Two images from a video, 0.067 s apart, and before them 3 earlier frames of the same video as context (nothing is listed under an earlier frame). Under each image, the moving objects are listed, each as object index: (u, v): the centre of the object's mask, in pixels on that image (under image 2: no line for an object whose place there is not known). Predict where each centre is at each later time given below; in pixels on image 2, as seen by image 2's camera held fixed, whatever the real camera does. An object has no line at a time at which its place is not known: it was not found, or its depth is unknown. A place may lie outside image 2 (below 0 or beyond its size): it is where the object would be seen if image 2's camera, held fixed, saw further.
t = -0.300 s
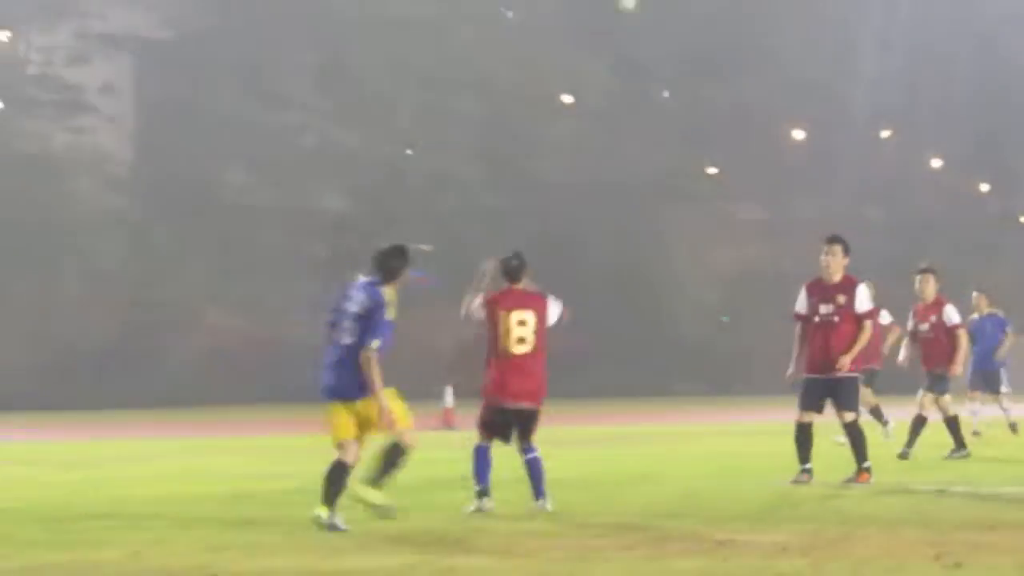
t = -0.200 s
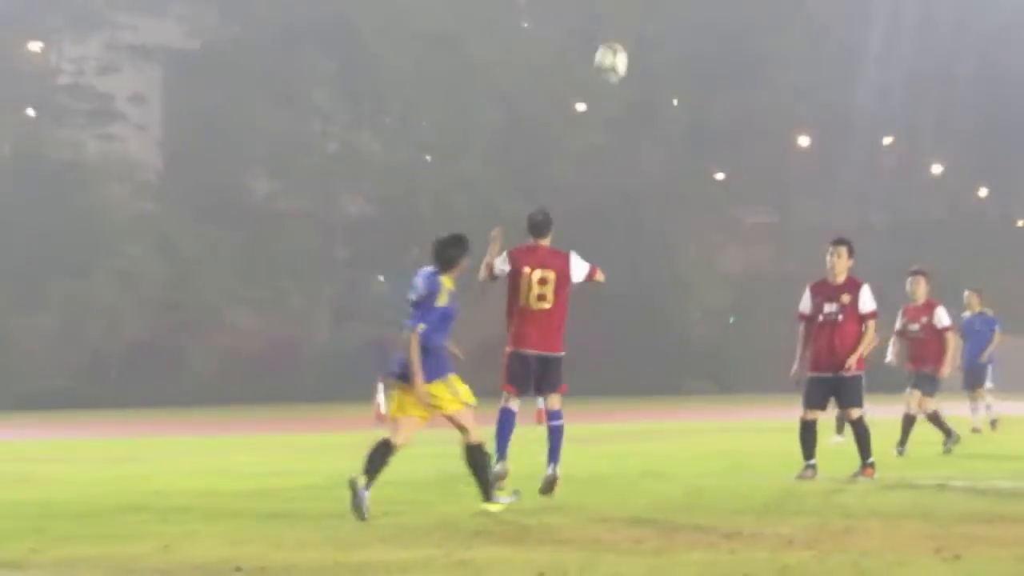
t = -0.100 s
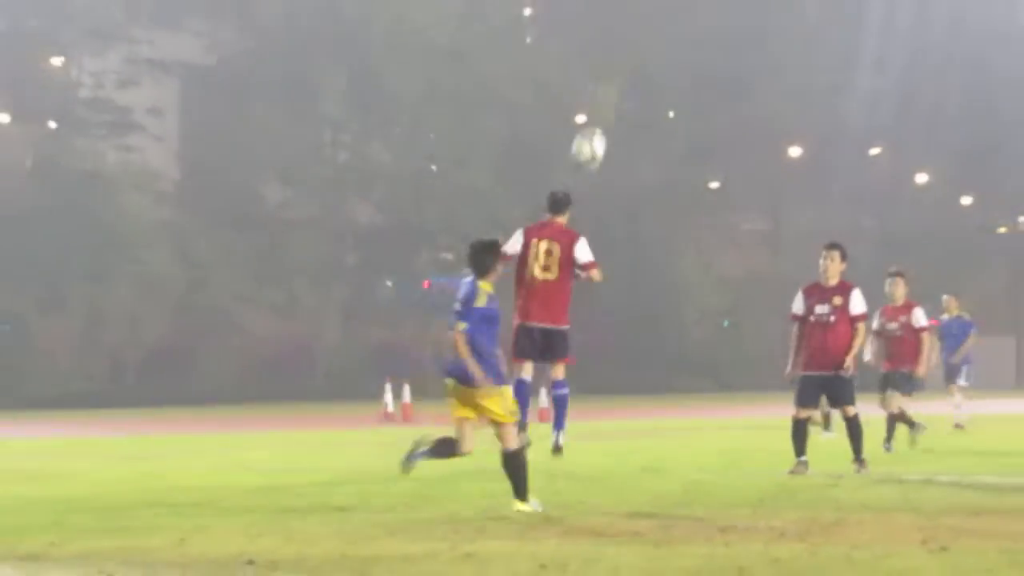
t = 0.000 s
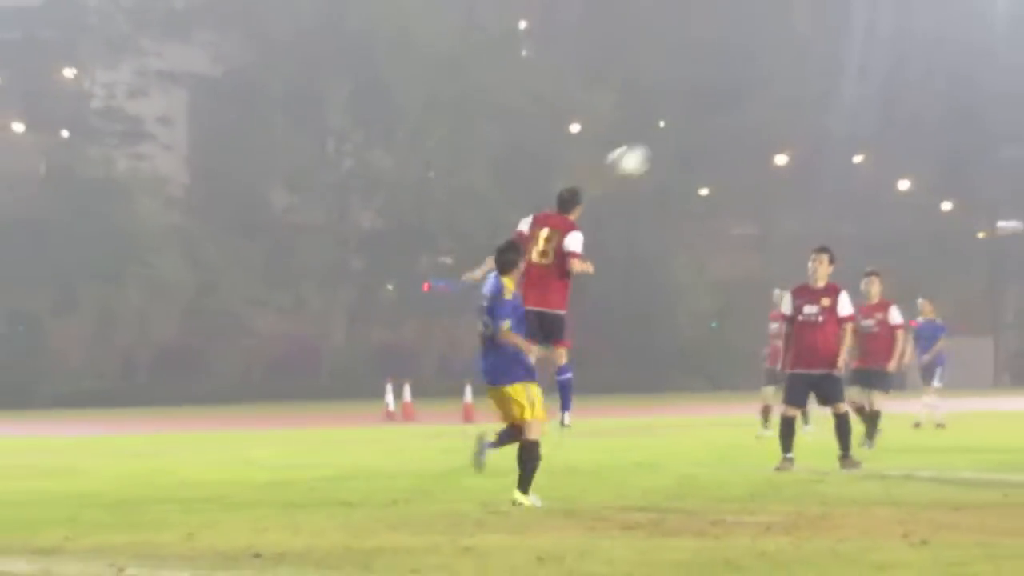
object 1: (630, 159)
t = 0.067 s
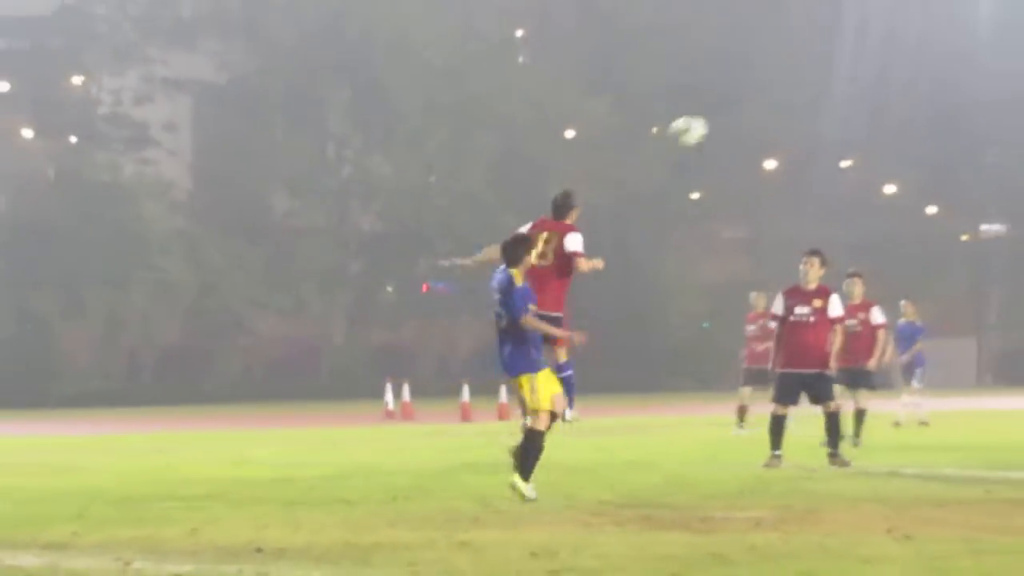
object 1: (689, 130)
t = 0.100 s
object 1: (717, 117)
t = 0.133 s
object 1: (745, 106)
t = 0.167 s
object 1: (772, 97)
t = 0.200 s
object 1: (796, 90)
